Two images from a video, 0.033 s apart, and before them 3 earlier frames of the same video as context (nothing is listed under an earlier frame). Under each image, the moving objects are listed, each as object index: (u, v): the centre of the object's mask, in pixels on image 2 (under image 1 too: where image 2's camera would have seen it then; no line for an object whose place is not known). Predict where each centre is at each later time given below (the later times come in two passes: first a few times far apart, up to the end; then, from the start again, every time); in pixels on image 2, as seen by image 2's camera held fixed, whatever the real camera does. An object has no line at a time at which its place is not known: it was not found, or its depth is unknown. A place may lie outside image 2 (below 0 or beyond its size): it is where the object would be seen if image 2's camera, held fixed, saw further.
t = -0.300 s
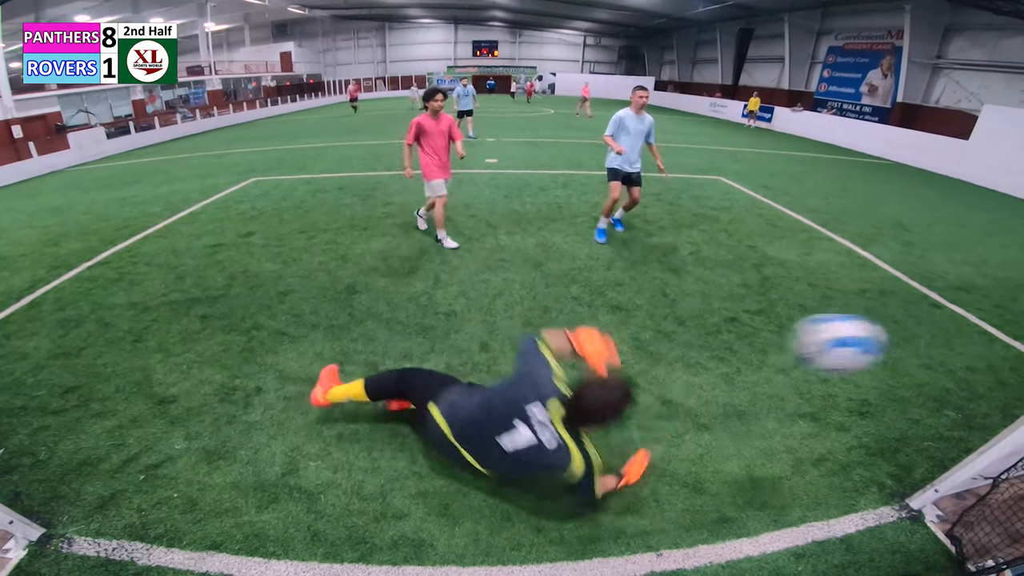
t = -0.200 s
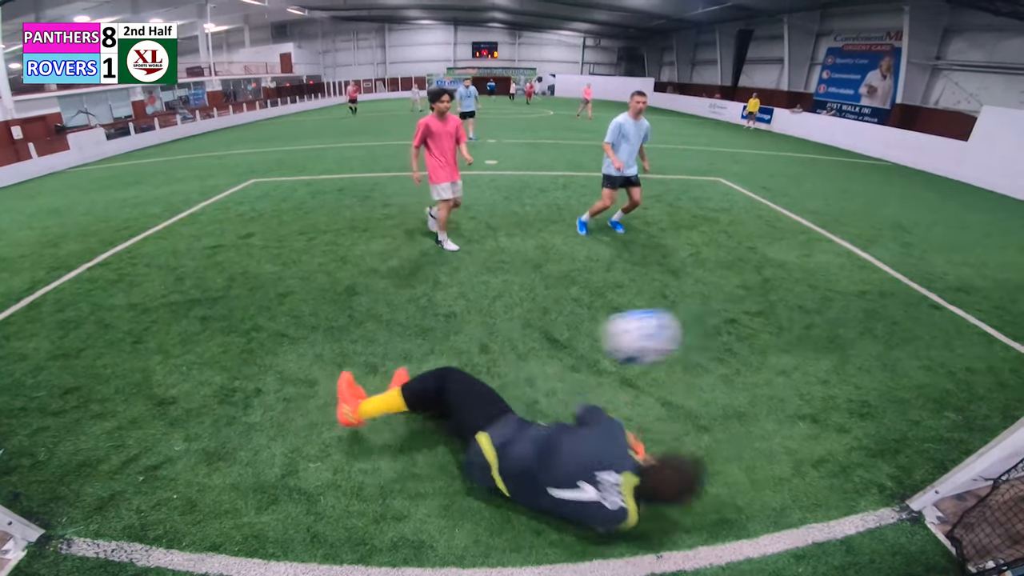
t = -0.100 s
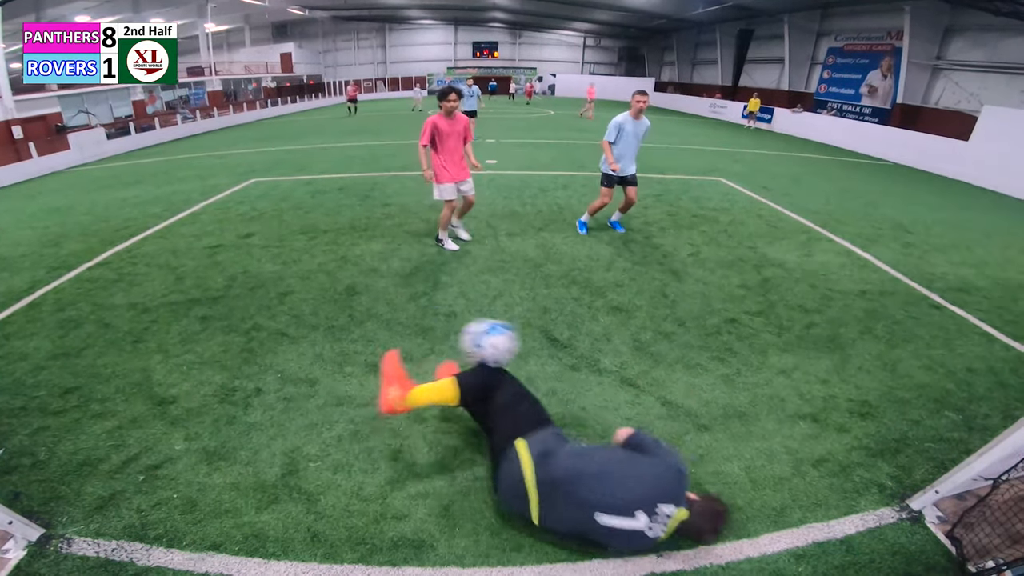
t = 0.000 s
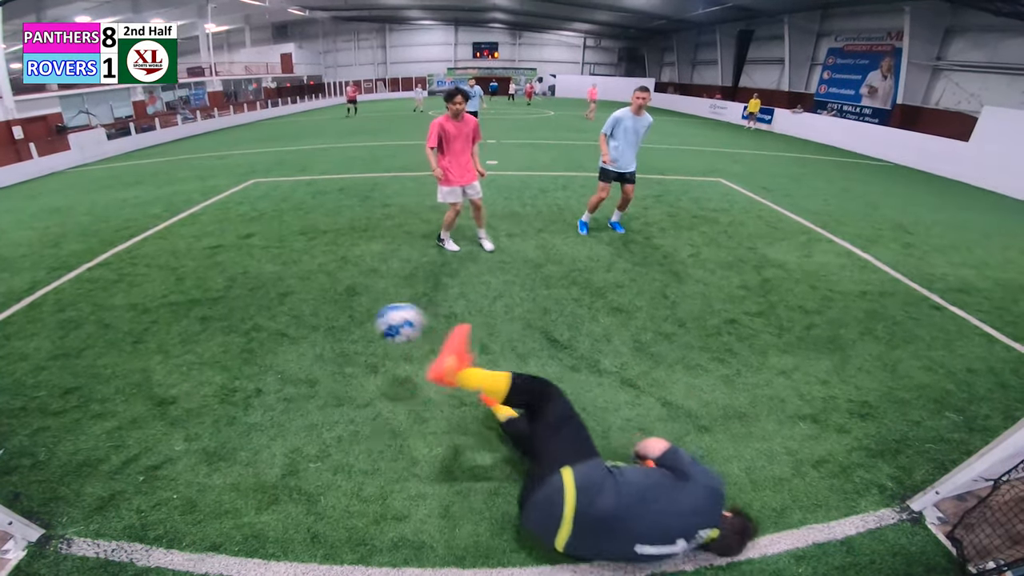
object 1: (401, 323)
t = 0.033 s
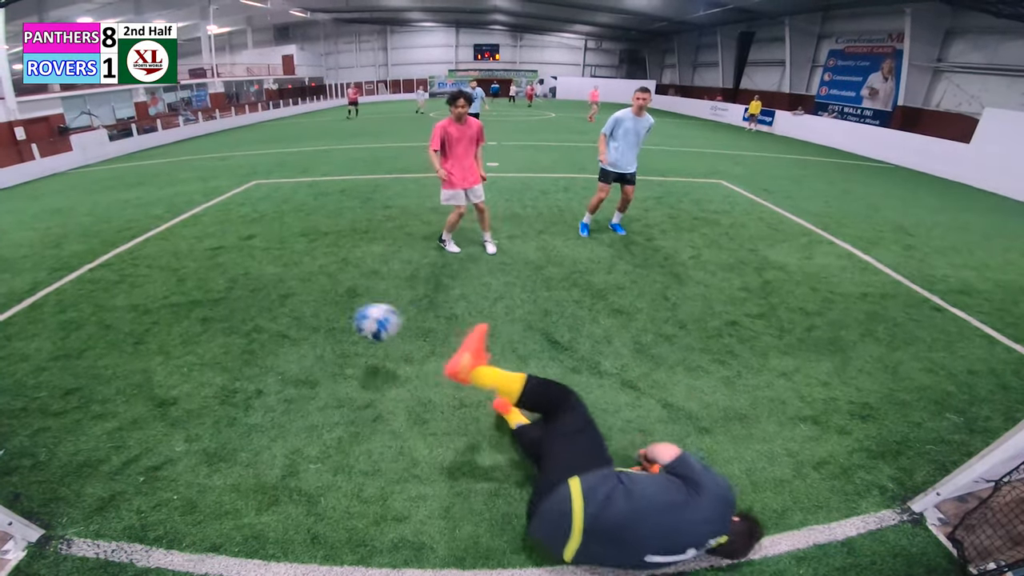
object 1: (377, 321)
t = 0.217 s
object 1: (291, 308)
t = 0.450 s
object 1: (237, 250)
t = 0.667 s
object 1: (215, 257)
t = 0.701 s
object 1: (214, 263)
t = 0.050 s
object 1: (366, 321)
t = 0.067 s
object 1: (355, 320)
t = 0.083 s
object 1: (346, 321)
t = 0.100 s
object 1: (337, 322)
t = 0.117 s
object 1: (329, 323)
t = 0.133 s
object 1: (322, 325)
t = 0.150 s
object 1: (314, 327)
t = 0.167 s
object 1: (309, 328)
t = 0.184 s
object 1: (302, 324)
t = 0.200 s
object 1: (296, 319)
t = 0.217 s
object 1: (291, 308)
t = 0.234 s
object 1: (286, 300)
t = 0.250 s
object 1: (281, 294)
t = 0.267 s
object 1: (277, 289)
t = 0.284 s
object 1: (272, 283)
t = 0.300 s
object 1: (268, 277)
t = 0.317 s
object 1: (264, 273)
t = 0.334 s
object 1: (261, 269)
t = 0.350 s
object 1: (256, 265)
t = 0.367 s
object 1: (252, 261)
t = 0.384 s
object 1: (249, 258)
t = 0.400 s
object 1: (247, 257)
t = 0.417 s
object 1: (244, 255)
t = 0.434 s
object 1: (240, 252)
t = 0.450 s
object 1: (237, 250)
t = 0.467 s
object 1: (235, 250)
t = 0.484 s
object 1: (233, 248)
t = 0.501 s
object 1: (231, 248)
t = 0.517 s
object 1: (229, 248)
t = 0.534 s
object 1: (226, 247)
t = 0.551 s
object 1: (224, 248)
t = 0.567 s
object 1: (223, 248)
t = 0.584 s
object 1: (221, 249)
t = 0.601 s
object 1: (220, 250)
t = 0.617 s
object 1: (218, 252)
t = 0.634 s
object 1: (217, 253)
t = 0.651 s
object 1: (216, 256)
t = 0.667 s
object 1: (215, 257)
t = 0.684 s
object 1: (214, 259)
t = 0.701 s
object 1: (214, 263)
